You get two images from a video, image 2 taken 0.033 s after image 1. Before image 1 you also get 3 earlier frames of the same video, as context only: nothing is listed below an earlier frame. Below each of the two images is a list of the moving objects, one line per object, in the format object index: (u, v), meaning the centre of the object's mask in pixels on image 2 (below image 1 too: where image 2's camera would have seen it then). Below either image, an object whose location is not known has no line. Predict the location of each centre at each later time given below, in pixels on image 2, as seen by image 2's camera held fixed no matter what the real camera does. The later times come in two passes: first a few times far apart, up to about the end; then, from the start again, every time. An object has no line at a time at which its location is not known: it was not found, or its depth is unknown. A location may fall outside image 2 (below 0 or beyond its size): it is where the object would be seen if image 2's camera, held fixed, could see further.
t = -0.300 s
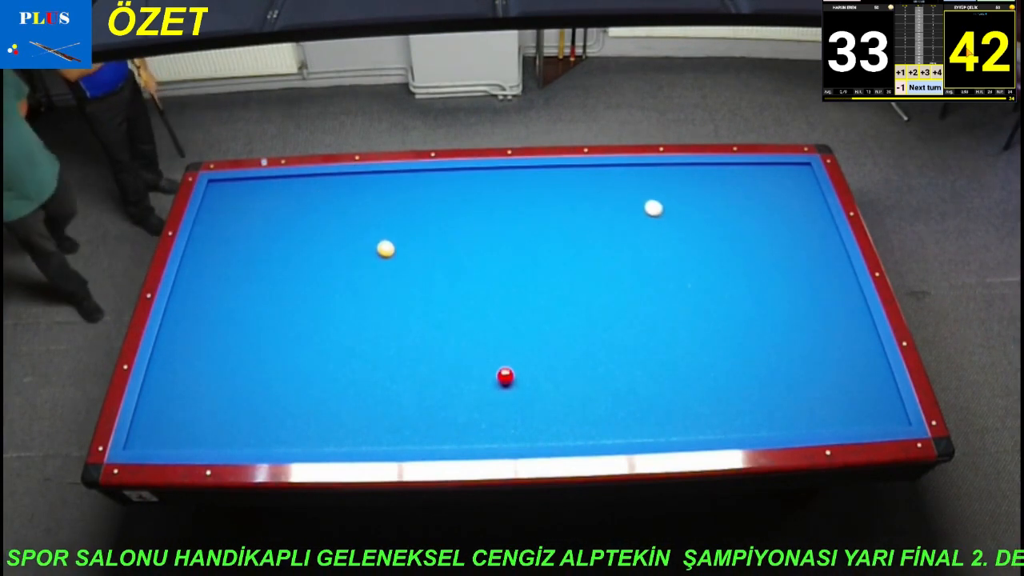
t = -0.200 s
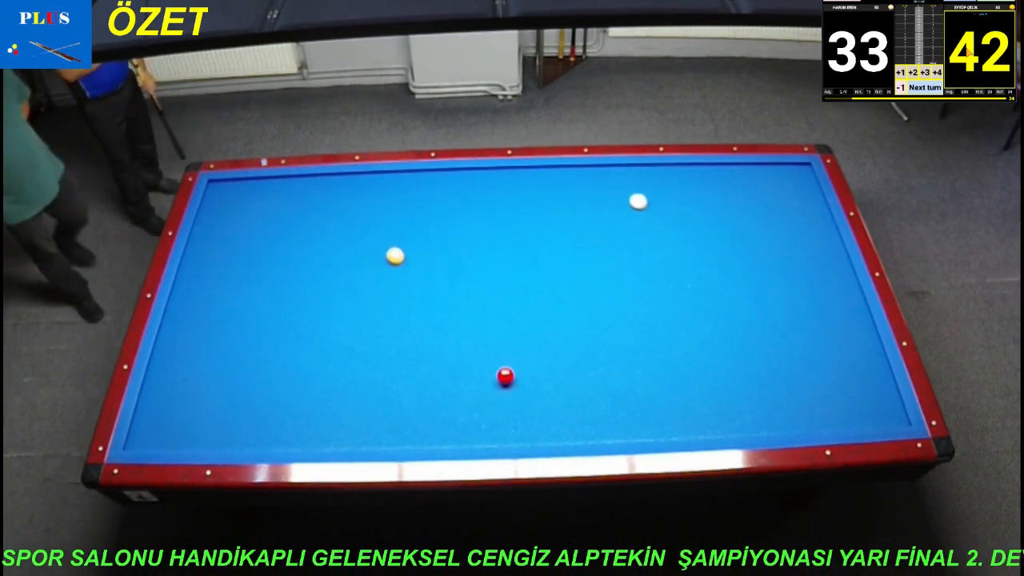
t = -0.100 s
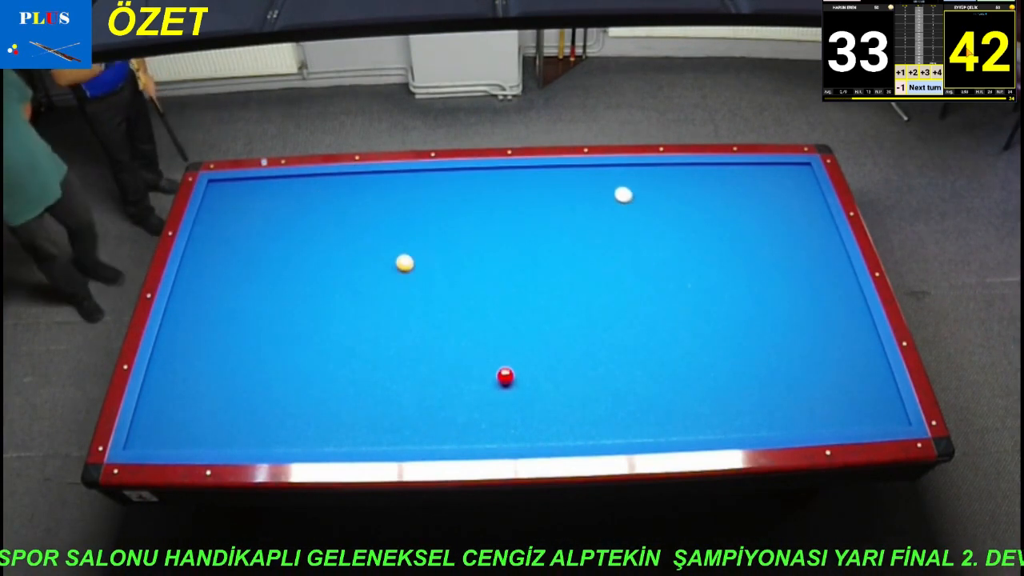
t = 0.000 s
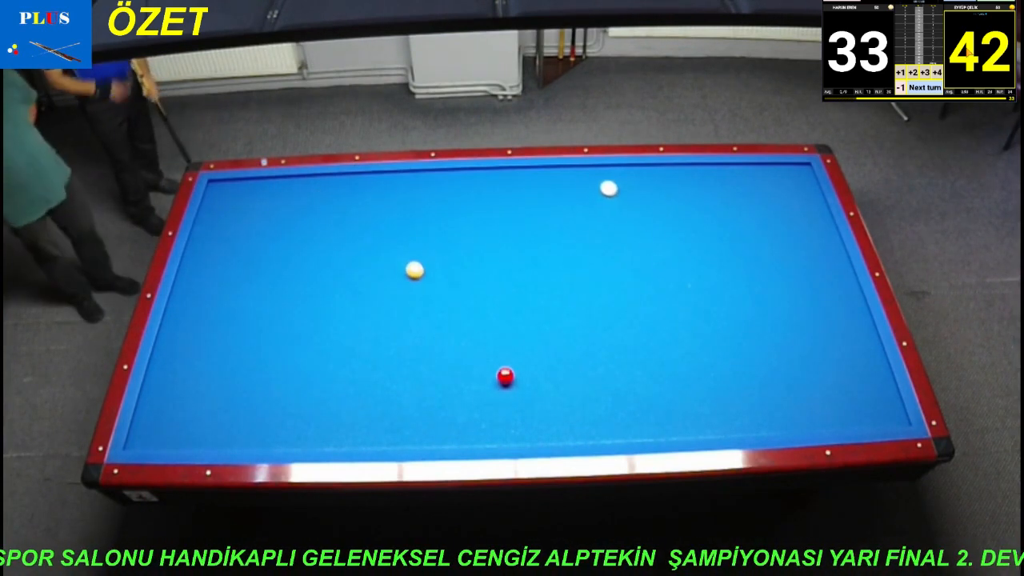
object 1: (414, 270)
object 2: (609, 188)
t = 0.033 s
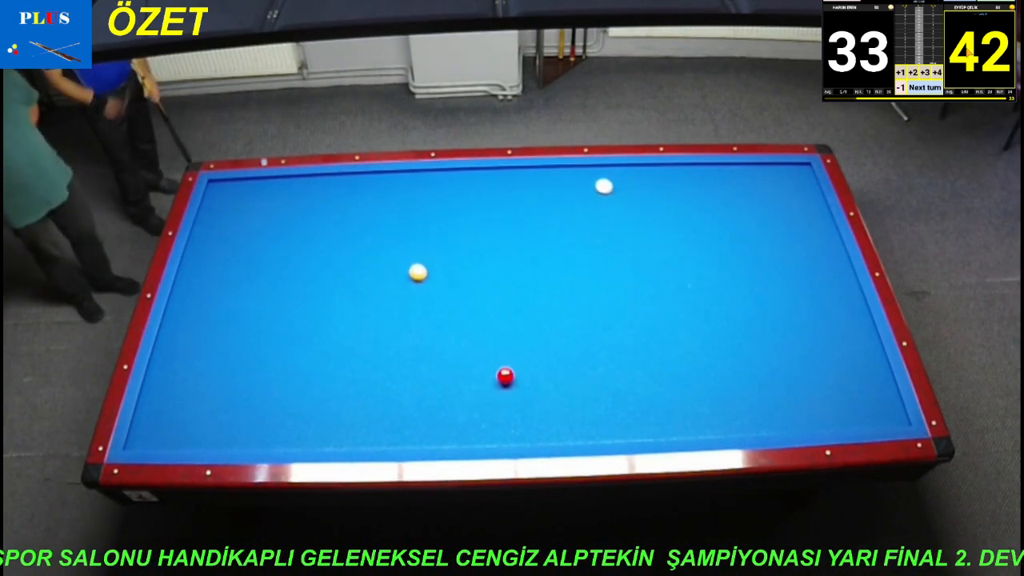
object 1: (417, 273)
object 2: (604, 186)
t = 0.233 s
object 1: (437, 287)
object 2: (575, 174)
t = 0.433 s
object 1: (457, 302)
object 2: (552, 173)
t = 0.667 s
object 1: (481, 319)
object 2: (528, 182)
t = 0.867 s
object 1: (502, 335)
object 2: (508, 189)
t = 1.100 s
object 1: (527, 353)
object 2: (483, 198)
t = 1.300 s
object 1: (548, 369)
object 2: (463, 206)
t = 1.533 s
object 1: (573, 388)
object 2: (439, 215)
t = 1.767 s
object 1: (598, 406)
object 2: (416, 224)
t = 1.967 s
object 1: (619, 423)
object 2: (396, 231)
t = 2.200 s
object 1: (640, 431)
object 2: (373, 241)
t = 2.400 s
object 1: (650, 422)
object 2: (353, 248)
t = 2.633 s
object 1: (661, 413)
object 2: (331, 257)
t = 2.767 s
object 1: (666, 407)
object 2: (319, 262)
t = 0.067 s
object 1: (421, 275)
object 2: (599, 184)
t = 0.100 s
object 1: (424, 277)
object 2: (594, 182)
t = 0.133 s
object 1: (427, 280)
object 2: (590, 180)
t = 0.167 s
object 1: (431, 282)
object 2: (585, 178)
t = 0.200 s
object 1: (434, 284)
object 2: (580, 176)
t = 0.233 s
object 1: (437, 287)
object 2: (575, 174)
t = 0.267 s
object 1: (441, 289)
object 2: (571, 172)
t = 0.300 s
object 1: (444, 292)
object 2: (566, 170)
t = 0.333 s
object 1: (447, 294)
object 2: (562, 170)
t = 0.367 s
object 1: (451, 297)
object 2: (559, 171)
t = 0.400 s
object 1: (454, 299)
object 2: (556, 172)
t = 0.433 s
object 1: (457, 302)
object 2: (552, 173)
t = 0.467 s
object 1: (461, 304)
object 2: (549, 174)
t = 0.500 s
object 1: (464, 307)
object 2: (545, 176)
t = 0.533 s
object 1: (468, 309)
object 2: (542, 177)
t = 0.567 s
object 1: (471, 312)
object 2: (538, 178)
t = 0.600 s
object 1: (474, 314)
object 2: (535, 179)
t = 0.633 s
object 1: (478, 317)
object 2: (532, 181)
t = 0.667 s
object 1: (481, 319)
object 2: (528, 182)
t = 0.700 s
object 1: (485, 322)
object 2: (525, 183)
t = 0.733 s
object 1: (488, 324)
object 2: (521, 184)
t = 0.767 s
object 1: (492, 327)
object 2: (518, 186)
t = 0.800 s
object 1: (495, 330)
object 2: (514, 187)
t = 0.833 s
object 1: (499, 332)
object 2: (511, 188)
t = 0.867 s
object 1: (502, 335)
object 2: (508, 189)
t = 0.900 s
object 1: (506, 337)
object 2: (504, 191)
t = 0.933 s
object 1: (509, 340)
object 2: (501, 192)
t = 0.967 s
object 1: (513, 343)
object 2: (497, 193)
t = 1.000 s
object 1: (516, 345)
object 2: (494, 195)
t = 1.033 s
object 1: (520, 348)
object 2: (490, 196)
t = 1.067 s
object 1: (523, 350)
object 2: (487, 197)
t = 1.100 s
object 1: (527, 353)
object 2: (483, 198)
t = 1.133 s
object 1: (530, 356)
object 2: (480, 200)
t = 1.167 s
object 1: (534, 358)
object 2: (477, 201)
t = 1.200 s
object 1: (537, 361)
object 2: (473, 202)
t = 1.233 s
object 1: (541, 364)
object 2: (470, 203)
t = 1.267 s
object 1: (544, 366)
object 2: (466, 205)
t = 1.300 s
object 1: (548, 369)
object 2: (463, 206)
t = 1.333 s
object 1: (551, 372)
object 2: (460, 207)
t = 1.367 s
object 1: (555, 374)
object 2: (456, 208)
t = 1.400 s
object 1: (559, 377)
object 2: (453, 210)
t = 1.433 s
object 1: (562, 380)
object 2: (449, 211)
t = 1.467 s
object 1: (566, 382)
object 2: (446, 212)
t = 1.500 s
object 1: (569, 385)
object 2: (443, 214)
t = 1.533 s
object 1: (573, 388)
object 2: (439, 215)
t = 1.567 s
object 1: (576, 390)
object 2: (436, 216)
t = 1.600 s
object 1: (580, 393)
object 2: (433, 218)
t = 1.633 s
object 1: (584, 395)
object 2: (429, 219)
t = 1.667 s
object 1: (587, 398)
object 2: (426, 220)
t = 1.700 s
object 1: (591, 401)
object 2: (422, 221)
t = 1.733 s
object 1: (594, 404)
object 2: (419, 223)
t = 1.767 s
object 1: (598, 406)
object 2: (416, 224)
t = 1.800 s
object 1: (601, 409)
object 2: (413, 225)
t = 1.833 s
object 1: (605, 412)
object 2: (409, 226)
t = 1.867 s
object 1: (609, 414)
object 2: (406, 228)
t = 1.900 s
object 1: (612, 417)
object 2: (402, 229)
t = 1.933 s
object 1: (616, 420)
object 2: (399, 230)
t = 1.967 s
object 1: (619, 423)
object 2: (396, 231)
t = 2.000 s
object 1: (623, 425)
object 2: (392, 233)
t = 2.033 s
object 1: (627, 428)
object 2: (389, 234)
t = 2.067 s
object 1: (630, 431)
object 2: (386, 235)
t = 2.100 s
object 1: (634, 432)
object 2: (383, 237)
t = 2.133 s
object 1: (637, 433)
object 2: (380, 238)
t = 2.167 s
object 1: (639, 432)
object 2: (376, 239)
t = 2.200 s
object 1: (640, 431)
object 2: (373, 241)
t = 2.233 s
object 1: (642, 430)
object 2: (370, 242)
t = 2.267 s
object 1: (643, 428)
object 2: (367, 243)
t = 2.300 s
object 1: (645, 427)
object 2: (363, 244)
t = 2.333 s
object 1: (647, 425)
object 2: (360, 246)
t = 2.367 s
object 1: (648, 424)
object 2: (357, 247)
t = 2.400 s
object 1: (650, 422)
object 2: (353, 248)
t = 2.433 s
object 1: (652, 421)
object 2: (350, 249)
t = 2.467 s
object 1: (653, 420)
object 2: (347, 251)
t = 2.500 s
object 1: (655, 418)
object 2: (344, 252)
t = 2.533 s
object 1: (656, 417)
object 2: (341, 253)
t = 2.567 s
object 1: (658, 415)
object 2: (338, 254)
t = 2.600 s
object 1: (660, 414)
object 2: (335, 256)
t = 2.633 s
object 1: (661, 413)
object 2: (331, 257)
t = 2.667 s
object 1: (662, 411)
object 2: (328, 258)
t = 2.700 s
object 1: (664, 410)
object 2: (325, 259)
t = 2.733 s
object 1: (665, 408)
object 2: (322, 260)
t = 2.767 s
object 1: (666, 407)
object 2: (319, 262)
